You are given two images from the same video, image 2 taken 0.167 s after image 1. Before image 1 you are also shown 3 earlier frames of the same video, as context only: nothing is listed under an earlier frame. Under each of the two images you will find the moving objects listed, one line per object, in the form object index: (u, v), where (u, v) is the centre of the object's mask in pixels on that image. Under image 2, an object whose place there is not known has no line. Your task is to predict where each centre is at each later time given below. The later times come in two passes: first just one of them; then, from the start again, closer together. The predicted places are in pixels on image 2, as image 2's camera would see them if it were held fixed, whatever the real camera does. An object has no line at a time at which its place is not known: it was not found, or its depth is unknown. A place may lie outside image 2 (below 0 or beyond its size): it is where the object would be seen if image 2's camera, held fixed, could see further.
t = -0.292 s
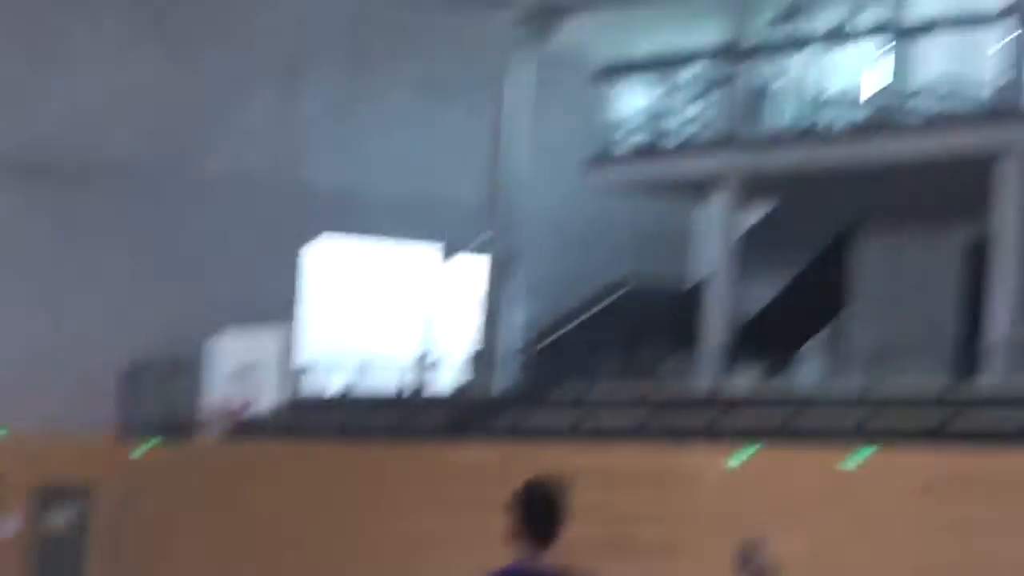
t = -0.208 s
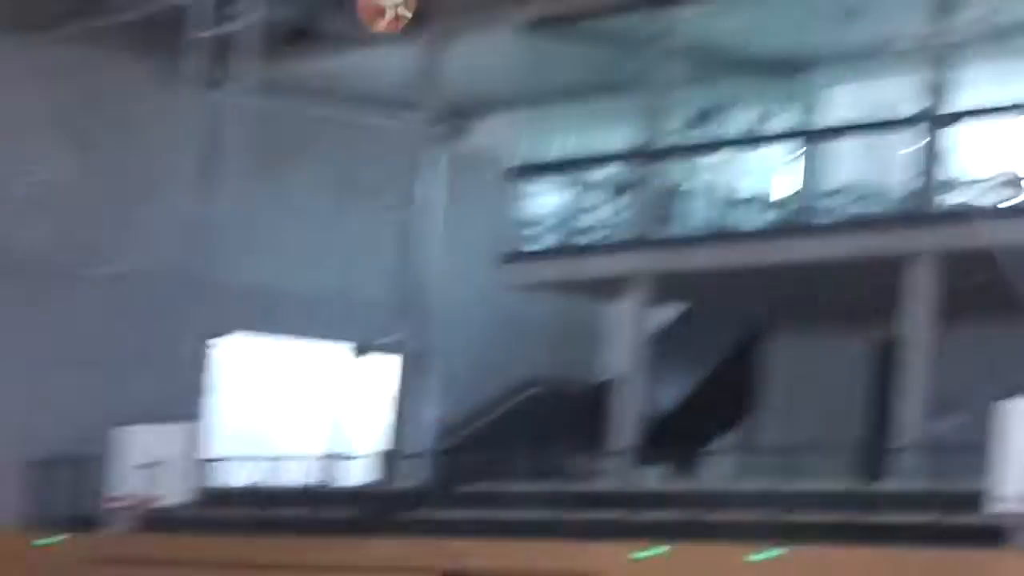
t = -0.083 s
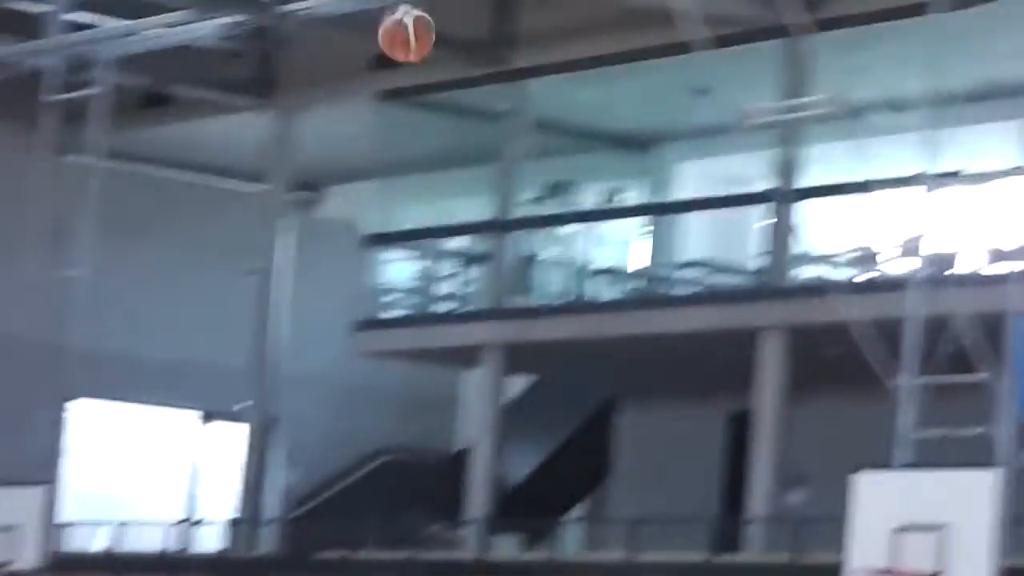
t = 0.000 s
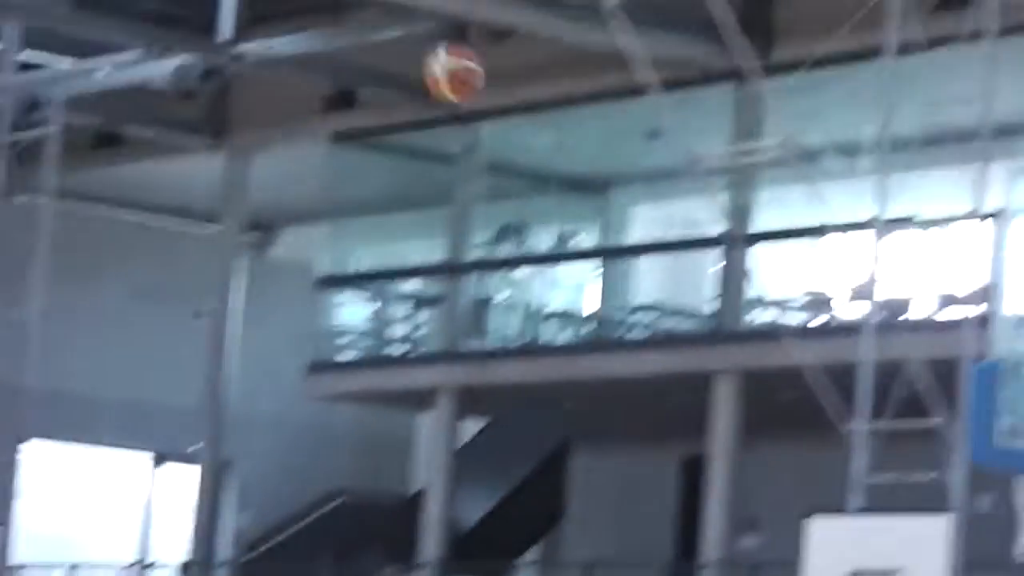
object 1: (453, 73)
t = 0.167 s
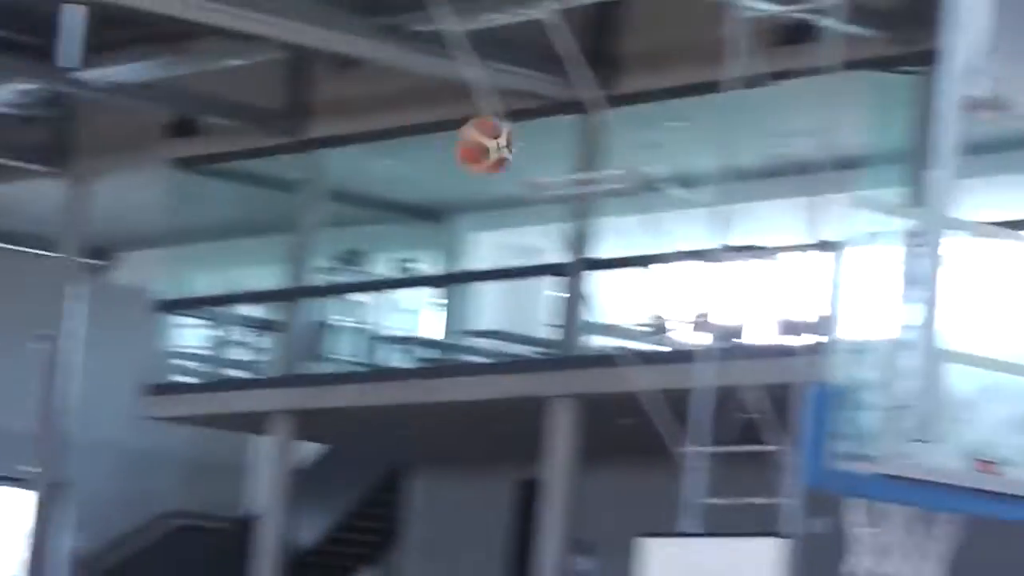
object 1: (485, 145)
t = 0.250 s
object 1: (573, 194)
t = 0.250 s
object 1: (573, 194)
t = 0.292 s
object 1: (622, 222)
